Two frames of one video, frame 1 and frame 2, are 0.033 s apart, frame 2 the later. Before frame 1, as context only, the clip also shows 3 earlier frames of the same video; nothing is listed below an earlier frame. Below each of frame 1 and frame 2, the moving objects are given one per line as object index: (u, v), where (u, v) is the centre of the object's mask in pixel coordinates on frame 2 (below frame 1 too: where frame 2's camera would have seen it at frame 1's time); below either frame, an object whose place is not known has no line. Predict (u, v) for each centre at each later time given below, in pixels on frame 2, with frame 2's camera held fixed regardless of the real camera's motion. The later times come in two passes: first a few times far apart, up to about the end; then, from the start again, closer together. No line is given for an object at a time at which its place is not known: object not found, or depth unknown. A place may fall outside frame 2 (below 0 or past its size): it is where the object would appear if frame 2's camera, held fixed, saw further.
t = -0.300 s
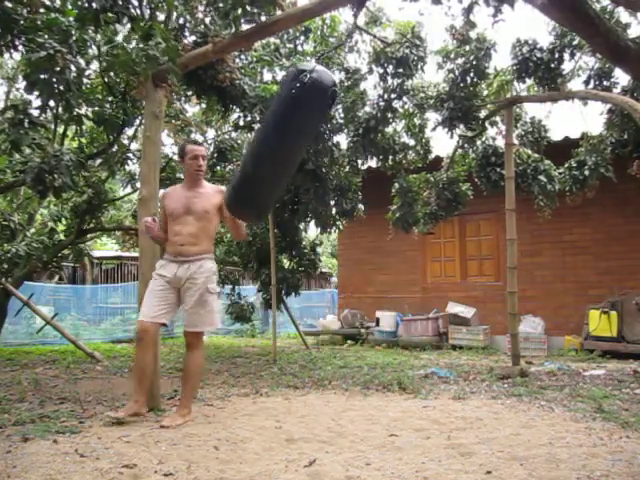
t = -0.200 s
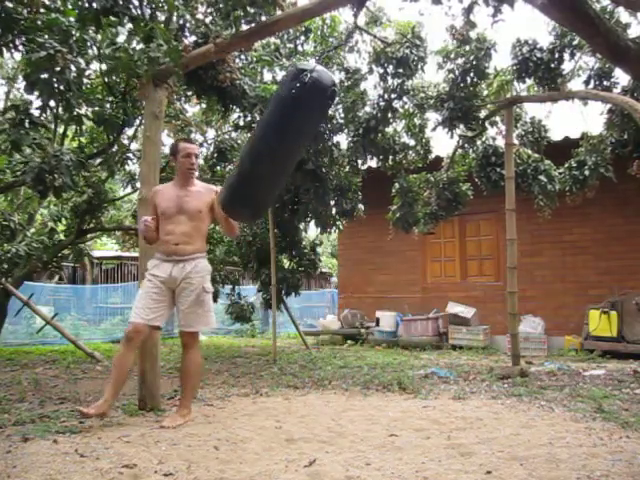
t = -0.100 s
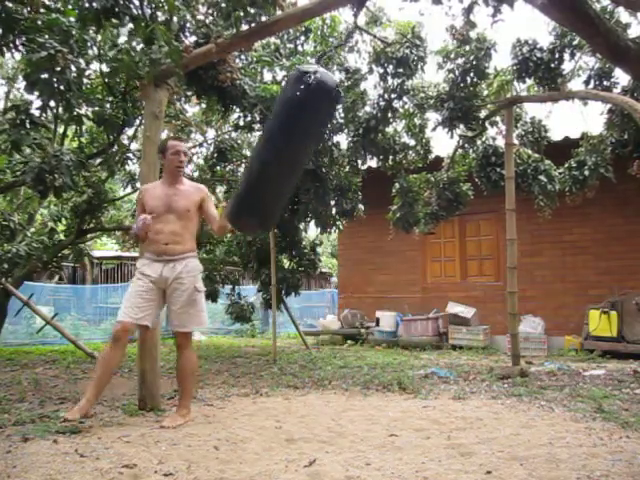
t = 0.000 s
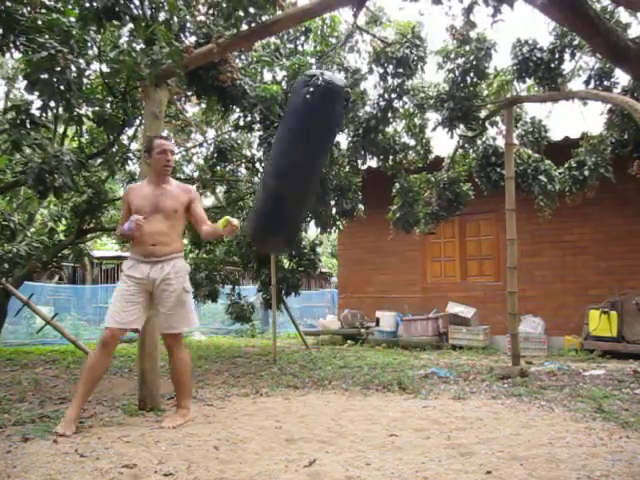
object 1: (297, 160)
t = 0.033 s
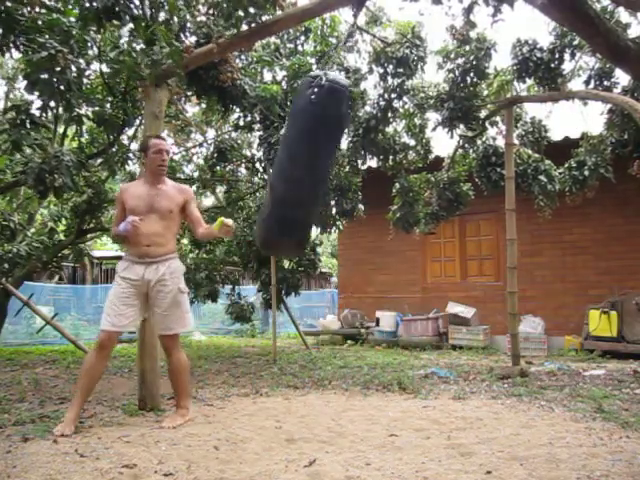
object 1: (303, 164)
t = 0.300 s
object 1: (391, 163)
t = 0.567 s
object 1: (477, 110)
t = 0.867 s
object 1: (483, 105)
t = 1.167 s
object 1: (398, 163)
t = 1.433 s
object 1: (311, 166)
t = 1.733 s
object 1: (279, 143)
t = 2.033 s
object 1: (295, 158)
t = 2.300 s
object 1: (363, 172)
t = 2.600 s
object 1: (459, 128)
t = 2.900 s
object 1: (478, 108)
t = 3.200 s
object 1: (406, 158)
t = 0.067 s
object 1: (311, 168)
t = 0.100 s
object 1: (320, 169)
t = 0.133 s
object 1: (330, 172)
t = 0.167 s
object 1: (341, 170)
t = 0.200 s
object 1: (352, 171)
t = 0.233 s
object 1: (365, 170)
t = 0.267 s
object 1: (378, 167)
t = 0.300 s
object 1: (391, 163)
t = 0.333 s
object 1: (405, 158)
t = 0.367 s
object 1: (417, 152)
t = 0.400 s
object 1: (430, 146)
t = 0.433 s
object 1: (442, 138)
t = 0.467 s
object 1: (452, 131)
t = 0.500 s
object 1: (461, 123)
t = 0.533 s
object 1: (469, 115)
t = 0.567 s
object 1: (477, 110)
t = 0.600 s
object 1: (482, 105)
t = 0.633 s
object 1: (487, 100)
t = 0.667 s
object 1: (490, 97)
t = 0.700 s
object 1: (492, 95)
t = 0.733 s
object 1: (493, 94)
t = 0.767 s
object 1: (492, 95)
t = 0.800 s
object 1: (491, 97)
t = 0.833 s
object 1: (488, 101)
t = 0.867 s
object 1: (483, 105)
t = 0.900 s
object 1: (478, 110)
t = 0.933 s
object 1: (471, 117)
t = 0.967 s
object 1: (464, 123)
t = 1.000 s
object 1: (455, 132)
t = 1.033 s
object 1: (445, 139)
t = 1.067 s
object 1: (434, 146)
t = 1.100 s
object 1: (423, 153)
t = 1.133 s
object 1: (410, 157)
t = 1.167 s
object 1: (398, 163)
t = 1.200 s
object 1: (385, 166)
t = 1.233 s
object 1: (373, 170)
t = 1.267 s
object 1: (360, 171)
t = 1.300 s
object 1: (349, 171)
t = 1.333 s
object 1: (338, 172)
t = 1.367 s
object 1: (328, 170)
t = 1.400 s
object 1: (319, 169)
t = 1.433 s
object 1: (311, 166)
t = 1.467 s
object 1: (304, 163)
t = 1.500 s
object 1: (299, 160)
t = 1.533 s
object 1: (293, 156)
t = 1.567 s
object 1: (288, 153)
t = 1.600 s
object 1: (285, 150)
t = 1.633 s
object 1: (282, 148)
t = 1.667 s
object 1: (280, 145)
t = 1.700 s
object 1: (280, 144)
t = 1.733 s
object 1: (279, 143)
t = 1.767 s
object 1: (279, 143)
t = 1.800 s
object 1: (279, 143)
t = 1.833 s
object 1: (279, 143)
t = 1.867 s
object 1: (280, 144)
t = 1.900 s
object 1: (281, 146)
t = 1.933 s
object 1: (283, 148)
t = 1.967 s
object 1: (286, 152)
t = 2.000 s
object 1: (290, 155)
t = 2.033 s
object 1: (295, 158)
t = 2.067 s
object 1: (300, 162)
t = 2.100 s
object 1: (306, 164)
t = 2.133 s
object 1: (313, 167)
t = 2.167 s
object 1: (323, 170)
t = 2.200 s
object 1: (331, 172)
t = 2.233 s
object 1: (342, 173)
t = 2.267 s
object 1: (352, 173)
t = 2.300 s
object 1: (363, 172)
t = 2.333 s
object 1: (375, 170)
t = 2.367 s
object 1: (387, 167)
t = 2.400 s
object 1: (399, 163)
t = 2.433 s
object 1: (410, 158)
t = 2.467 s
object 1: (422, 153)
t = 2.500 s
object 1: (432, 147)
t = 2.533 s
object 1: (442, 140)
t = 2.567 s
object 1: (451, 134)
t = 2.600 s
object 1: (459, 128)
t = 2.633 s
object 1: (466, 121)
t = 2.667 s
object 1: (472, 118)
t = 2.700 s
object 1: (476, 112)
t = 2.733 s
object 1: (479, 109)
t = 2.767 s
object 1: (482, 107)
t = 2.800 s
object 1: (482, 106)
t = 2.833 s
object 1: (482, 106)
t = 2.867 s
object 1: (481, 107)
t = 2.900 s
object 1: (478, 108)
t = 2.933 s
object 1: (474, 112)
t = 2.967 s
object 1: (469, 116)
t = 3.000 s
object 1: (463, 121)
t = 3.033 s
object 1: (456, 127)
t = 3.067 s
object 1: (448, 133)
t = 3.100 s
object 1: (438, 139)
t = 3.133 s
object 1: (428, 147)
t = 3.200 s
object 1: (406, 158)
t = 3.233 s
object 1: (394, 162)
